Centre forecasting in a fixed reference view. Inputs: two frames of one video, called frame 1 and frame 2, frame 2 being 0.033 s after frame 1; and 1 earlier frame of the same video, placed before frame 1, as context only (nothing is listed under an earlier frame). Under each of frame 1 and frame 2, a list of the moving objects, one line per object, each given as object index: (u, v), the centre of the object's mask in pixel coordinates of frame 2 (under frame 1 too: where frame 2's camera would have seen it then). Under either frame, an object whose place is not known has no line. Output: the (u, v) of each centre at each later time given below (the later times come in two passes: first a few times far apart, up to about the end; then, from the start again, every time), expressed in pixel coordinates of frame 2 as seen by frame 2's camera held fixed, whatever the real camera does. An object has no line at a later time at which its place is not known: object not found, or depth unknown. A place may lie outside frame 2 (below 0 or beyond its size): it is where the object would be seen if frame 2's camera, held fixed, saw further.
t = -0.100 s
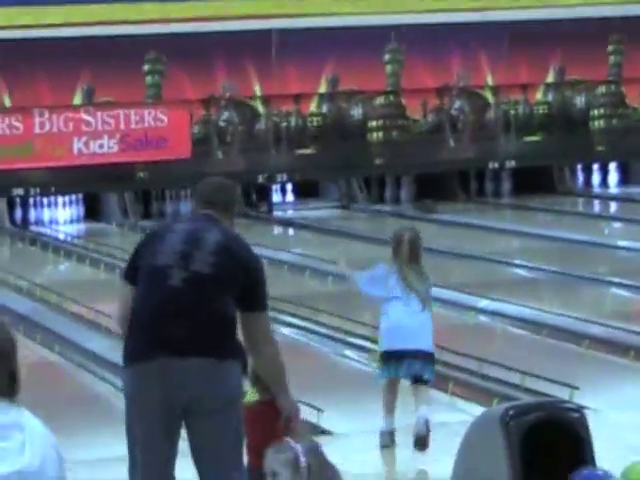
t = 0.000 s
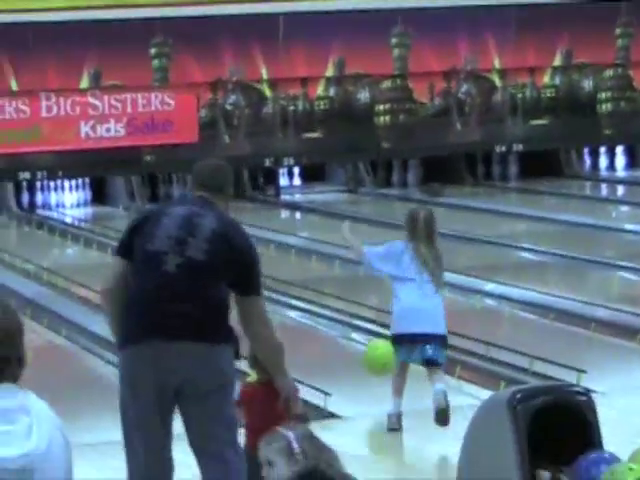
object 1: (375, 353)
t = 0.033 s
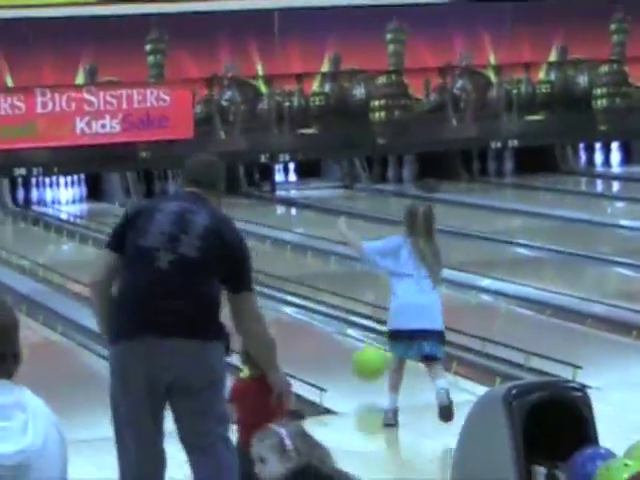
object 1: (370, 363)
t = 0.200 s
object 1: (337, 365)
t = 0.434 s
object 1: (295, 351)
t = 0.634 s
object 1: (263, 340)
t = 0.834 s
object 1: (233, 331)
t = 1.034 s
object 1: (208, 323)
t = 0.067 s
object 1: (363, 372)
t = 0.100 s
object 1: (356, 370)
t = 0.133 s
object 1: (350, 368)
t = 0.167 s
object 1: (344, 366)
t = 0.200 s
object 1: (337, 365)
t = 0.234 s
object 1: (331, 363)
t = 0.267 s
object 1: (325, 361)
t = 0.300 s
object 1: (319, 359)
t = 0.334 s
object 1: (313, 356)
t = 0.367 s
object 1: (307, 355)
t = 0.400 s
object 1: (301, 353)
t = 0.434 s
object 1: (295, 351)
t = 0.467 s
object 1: (290, 349)
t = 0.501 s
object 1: (285, 348)
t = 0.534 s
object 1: (279, 346)
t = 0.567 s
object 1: (274, 345)
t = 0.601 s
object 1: (268, 343)
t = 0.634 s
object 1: (263, 340)
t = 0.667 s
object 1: (259, 339)
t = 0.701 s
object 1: (253, 336)
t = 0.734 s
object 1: (248, 335)
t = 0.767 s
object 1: (244, 334)
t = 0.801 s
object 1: (239, 332)
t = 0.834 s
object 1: (233, 331)
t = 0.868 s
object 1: (229, 329)
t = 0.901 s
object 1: (224, 327)
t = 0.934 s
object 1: (220, 326)
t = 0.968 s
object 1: (215, 325)
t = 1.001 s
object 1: (212, 324)
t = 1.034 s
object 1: (208, 323)
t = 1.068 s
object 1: (206, 321)
